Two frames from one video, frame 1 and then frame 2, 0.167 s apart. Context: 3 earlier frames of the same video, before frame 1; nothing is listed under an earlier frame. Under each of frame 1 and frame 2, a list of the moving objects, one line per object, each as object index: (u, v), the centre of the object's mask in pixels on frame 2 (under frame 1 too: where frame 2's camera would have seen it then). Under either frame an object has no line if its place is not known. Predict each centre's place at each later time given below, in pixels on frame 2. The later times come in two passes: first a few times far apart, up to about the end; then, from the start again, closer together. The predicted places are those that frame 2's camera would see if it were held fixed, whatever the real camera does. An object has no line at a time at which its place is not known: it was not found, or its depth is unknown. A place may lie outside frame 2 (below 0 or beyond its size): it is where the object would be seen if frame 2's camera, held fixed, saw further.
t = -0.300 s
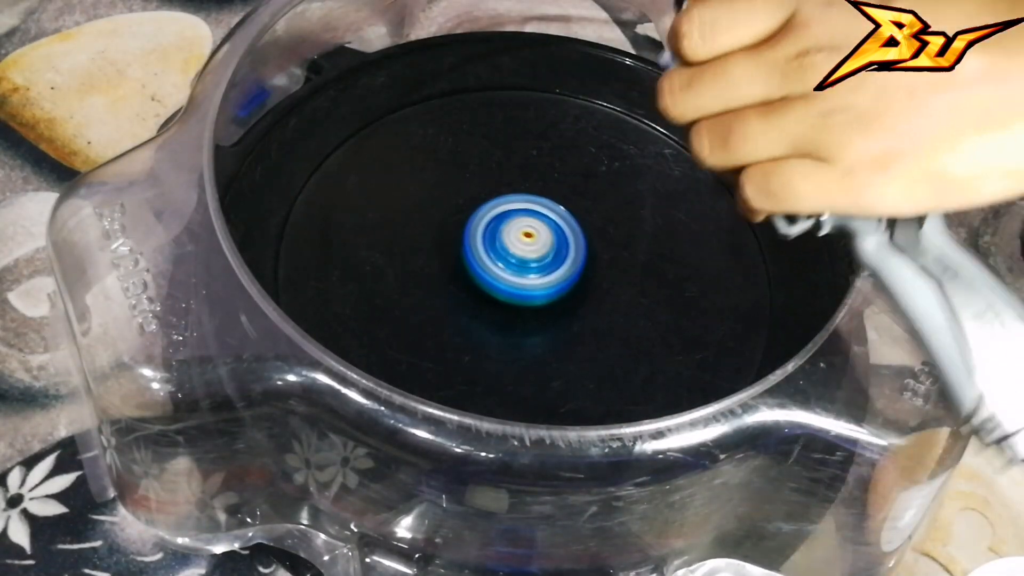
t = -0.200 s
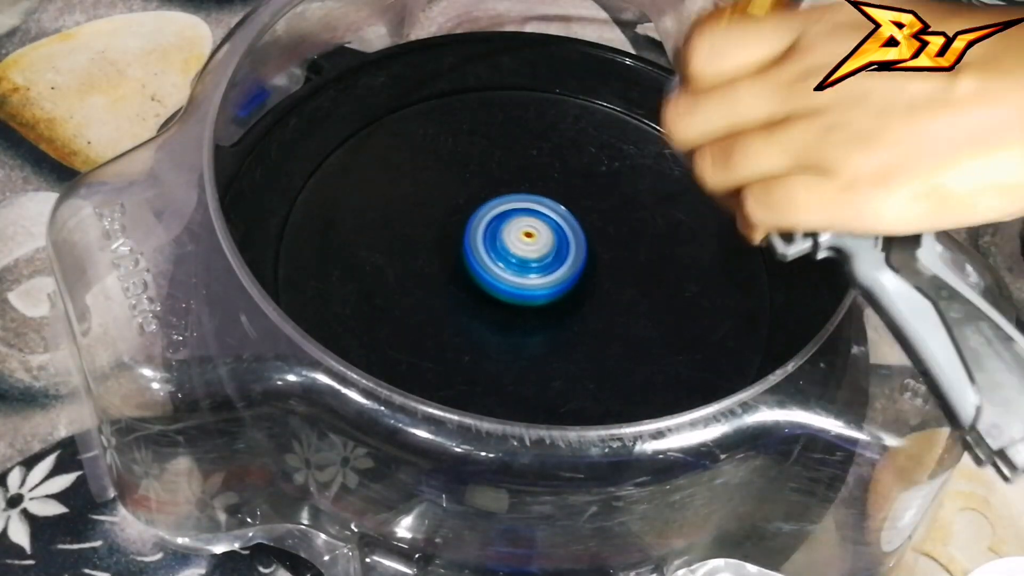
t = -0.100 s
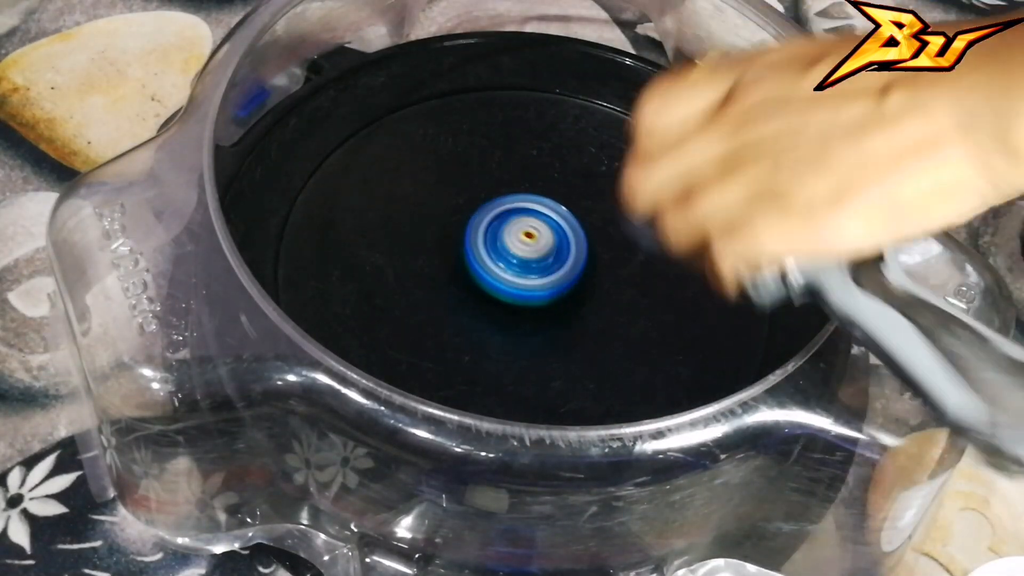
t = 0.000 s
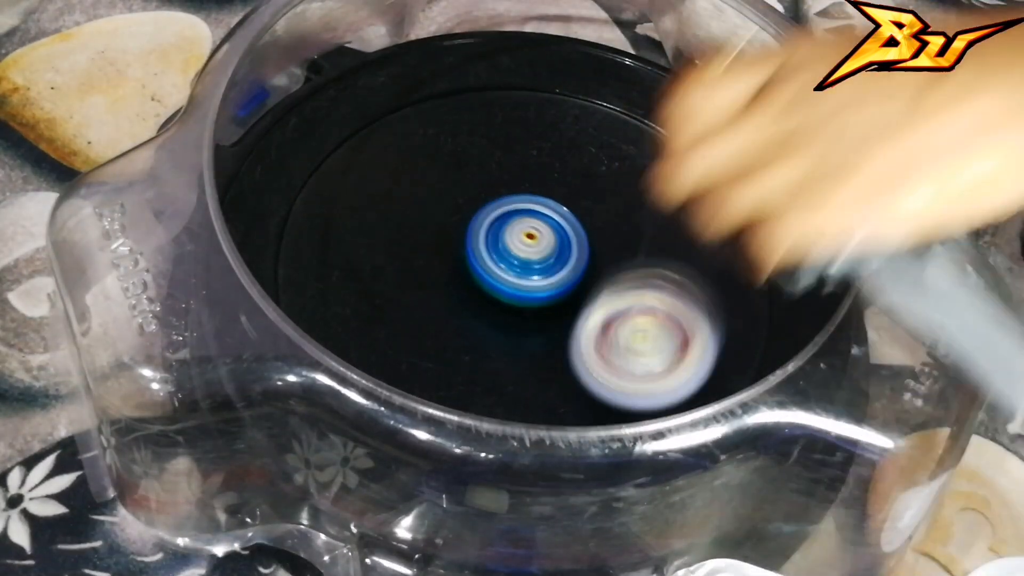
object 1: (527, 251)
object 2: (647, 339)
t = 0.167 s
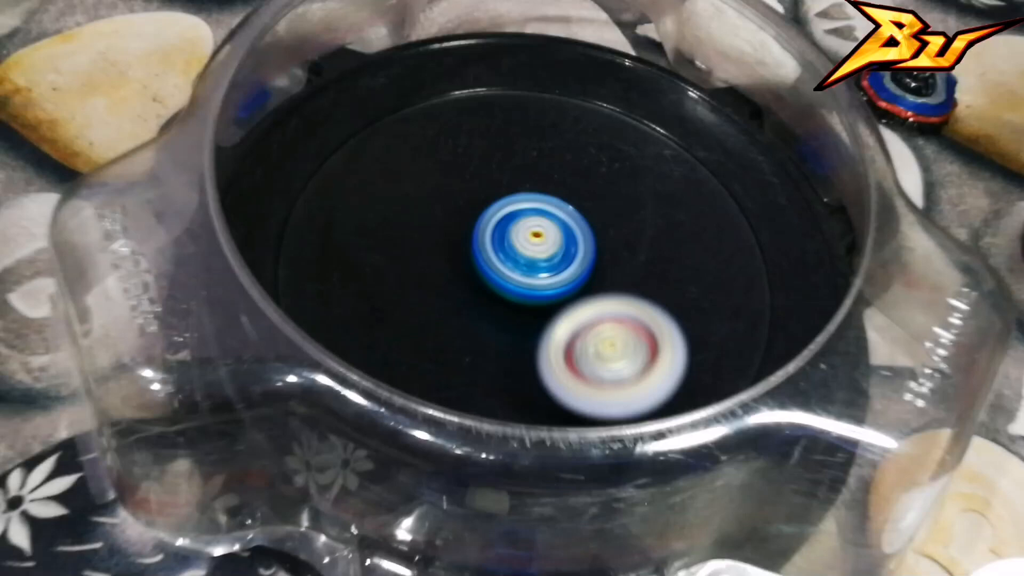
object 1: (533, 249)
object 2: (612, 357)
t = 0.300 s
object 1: (533, 230)
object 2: (592, 342)
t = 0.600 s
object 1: (488, 181)
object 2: (637, 371)
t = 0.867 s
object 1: (508, 257)
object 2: (610, 333)
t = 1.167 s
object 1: (520, 229)
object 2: (625, 384)
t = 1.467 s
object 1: (501, 155)
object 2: (624, 375)
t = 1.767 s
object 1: (449, 134)
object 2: (666, 301)
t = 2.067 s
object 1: (399, 141)
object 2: (436, 352)
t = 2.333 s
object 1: (423, 187)
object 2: (577, 413)
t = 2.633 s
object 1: (428, 175)
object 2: (543, 293)
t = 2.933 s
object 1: (437, 189)
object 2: (492, 373)
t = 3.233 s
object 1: (487, 215)
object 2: (595, 283)
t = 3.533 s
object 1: (438, 193)
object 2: (550, 272)
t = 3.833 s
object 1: (486, 241)
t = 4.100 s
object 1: (487, 254)
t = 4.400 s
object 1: (449, 321)
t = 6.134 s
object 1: (499, 326)
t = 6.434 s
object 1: (504, 324)
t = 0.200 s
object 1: (534, 248)
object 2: (607, 351)
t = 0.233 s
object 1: (535, 247)
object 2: (600, 347)
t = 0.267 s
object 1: (535, 244)
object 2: (594, 336)
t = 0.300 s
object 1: (533, 230)
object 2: (592, 342)
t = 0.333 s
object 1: (531, 211)
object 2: (595, 352)
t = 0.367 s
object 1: (526, 196)
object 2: (599, 361)
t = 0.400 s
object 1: (521, 182)
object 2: (603, 368)
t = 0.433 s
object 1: (515, 174)
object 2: (607, 372)
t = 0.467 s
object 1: (509, 169)
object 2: (613, 375)
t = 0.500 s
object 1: (503, 167)
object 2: (619, 376)
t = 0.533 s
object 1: (497, 169)
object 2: (625, 375)
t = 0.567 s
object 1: (493, 173)
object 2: (632, 374)
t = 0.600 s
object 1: (488, 181)
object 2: (637, 371)
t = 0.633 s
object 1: (486, 190)
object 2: (643, 367)
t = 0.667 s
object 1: (484, 201)
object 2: (648, 362)
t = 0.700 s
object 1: (484, 211)
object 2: (650, 357)
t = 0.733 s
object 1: (486, 222)
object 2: (649, 351)
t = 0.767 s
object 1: (490, 232)
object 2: (645, 346)
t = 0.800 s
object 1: (495, 241)
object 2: (637, 340)
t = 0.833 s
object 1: (501, 250)
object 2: (625, 336)
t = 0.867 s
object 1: (508, 257)
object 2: (610, 333)
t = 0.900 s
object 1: (509, 252)
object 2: (603, 341)
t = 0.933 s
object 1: (506, 244)
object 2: (602, 353)
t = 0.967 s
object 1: (505, 237)
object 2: (601, 365)
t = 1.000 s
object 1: (506, 231)
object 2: (601, 373)
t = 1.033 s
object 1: (508, 229)
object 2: (603, 379)
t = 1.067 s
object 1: (511, 226)
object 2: (607, 383)
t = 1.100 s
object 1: (514, 226)
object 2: (612, 386)
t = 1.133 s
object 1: (517, 227)
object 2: (619, 386)
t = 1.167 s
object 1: (520, 229)
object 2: (625, 384)
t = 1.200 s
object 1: (522, 231)
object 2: (632, 380)
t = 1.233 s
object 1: (526, 233)
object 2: (640, 375)
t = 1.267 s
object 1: (529, 236)
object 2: (645, 367)
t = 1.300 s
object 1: (532, 238)
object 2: (644, 356)
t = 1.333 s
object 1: (535, 241)
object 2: (637, 342)
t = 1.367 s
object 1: (538, 242)
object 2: (623, 328)
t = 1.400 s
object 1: (532, 219)
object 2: (619, 338)
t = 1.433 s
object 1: (517, 184)
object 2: (622, 361)
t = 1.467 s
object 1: (501, 155)
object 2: (624, 375)
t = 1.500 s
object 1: (488, 132)
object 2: (630, 384)
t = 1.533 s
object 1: (475, 114)
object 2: (647, 410)
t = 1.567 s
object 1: (466, 104)
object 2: (663, 415)
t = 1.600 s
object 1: (459, 101)
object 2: (680, 412)
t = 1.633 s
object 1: (454, 103)
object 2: (679, 380)
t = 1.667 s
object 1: (450, 109)
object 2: (691, 367)
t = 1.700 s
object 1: (449, 116)
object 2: (696, 350)
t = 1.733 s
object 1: (448, 125)
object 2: (687, 326)
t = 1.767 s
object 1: (449, 134)
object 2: (666, 301)
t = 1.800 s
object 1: (451, 145)
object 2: (638, 277)
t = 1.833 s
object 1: (453, 155)
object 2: (603, 258)
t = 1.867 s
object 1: (457, 166)
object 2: (565, 243)
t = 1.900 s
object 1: (447, 160)
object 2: (538, 249)
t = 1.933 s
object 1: (427, 144)
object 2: (518, 267)
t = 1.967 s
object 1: (412, 136)
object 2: (494, 287)
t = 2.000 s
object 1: (404, 135)
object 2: (470, 309)
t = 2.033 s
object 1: (400, 137)
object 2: (446, 335)
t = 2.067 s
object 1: (399, 141)
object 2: (436, 352)
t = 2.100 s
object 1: (400, 145)
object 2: (423, 389)
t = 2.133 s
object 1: (401, 150)
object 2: (424, 421)
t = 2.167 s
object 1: (404, 155)
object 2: (448, 429)
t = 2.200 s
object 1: (408, 162)
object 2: (478, 430)
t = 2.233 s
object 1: (411, 168)
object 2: (509, 424)
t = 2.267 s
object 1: (414, 174)
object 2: (534, 423)
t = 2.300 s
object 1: (419, 180)
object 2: (556, 419)
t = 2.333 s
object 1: (423, 187)
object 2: (577, 413)
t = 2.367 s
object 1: (428, 191)
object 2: (594, 392)
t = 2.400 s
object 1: (432, 196)
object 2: (606, 384)
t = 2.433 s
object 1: (437, 201)
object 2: (611, 373)
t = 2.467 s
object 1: (441, 204)
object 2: (608, 355)
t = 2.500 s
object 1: (446, 208)
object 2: (597, 333)
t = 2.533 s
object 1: (450, 211)
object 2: (579, 310)
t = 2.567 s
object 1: (453, 213)
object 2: (558, 290)
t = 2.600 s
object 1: (443, 195)
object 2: (548, 287)
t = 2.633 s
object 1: (428, 175)
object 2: (543, 293)
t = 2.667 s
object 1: (419, 164)
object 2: (532, 299)
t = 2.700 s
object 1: (415, 157)
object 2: (519, 307)
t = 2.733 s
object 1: (412, 156)
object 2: (505, 315)
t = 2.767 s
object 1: (413, 159)
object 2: (492, 325)
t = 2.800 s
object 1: (414, 163)
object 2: (482, 336)
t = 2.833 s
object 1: (419, 169)
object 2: (477, 348)
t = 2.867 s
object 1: (424, 175)
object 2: (476, 358)
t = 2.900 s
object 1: (430, 182)
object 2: (482, 366)
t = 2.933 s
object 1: (437, 189)
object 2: (492, 373)
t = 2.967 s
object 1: (444, 195)
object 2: (506, 377)
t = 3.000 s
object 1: (451, 199)
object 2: (523, 380)
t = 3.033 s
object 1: (458, 204)
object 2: (543, 380)
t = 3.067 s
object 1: (465, 209)
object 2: (561, 376)
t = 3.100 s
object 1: (472, 213)
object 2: (577, 367)
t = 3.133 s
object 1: (479, 217)
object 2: (588, 348)
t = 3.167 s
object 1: (485, 221)
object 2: (593, 326)
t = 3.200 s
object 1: (490, 224)
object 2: (591, 301)
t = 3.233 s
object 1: (487, 215)
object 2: (595, 283)
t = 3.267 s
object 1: (481, 207)
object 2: (601, 276)
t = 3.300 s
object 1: (478, 200)
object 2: (599, 264)
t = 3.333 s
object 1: (475, 199)
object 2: (590, 252)
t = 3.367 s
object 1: (467, 192)
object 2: (583, 248)
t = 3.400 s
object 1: (458, 188)
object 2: (576, 246)
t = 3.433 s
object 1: (451, 189)
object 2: (565, 247)
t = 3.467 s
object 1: (446, 189)
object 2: (557, 252)
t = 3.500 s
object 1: (440, 189)
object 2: (553, 262)
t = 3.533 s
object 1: (438, 193)
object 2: (550, 272)
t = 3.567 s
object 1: (439, 199)
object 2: (550, 282)
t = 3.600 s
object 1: (443, 205)
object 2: (552, 291)
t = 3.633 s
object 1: (448, 211)
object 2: (556, 299)
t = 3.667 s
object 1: (454, 218)
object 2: (563, 305)
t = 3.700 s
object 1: (460, 223)
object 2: (572, 310)
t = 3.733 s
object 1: (467, 228)
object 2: (582, 313)
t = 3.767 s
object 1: (474, 233)
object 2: (593, 312)
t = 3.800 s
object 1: (480, 237)
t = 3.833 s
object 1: (486, 241)
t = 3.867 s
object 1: (492, 245)
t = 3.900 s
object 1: (495, 247)
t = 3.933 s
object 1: (494, 245)
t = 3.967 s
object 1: (493, 247)
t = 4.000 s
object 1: (496, 249)
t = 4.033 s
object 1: (496, 251)
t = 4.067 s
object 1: (491, 251)
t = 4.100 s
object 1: (487, 254)
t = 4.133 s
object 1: (489, 256)
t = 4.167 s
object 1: (491, 260)
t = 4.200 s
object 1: (495, 266)
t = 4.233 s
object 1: (486, 273)
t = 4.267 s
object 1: (467, 286)
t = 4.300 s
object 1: (454, 298)
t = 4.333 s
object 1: (448, 307)
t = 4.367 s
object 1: (446, 316)
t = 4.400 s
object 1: (449, 321)
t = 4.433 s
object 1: (454, 326)
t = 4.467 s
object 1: (462, 329)
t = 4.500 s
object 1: (470, 329)
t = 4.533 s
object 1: (480, 330)
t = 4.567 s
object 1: (486, 334)
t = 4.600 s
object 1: (484, 354)
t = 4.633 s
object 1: (483, 367)
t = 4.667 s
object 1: (486, 376)
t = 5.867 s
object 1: (503, 344)
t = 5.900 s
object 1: (504, 339)
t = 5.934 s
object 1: (503, 336)
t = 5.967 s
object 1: (502, 333)
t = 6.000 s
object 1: (498, 334)
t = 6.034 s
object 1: (496, 333)
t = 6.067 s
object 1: (497, 331)
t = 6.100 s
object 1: (498, 328)
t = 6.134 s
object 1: (499, 326)
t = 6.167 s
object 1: (498, 326)
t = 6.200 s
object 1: (495, 328)
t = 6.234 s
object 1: (495, 330)
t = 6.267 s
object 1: (496, 328)
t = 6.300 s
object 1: (497, 326)
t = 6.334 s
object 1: (500, 324)
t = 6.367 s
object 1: (500, 325)
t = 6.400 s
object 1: (502, 325)
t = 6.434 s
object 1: (504, 324)
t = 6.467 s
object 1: (506, 322)
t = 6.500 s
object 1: (508, 320)
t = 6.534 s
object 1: (510, 317)
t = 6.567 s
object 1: (512, 315)
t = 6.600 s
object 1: (514, 313)
